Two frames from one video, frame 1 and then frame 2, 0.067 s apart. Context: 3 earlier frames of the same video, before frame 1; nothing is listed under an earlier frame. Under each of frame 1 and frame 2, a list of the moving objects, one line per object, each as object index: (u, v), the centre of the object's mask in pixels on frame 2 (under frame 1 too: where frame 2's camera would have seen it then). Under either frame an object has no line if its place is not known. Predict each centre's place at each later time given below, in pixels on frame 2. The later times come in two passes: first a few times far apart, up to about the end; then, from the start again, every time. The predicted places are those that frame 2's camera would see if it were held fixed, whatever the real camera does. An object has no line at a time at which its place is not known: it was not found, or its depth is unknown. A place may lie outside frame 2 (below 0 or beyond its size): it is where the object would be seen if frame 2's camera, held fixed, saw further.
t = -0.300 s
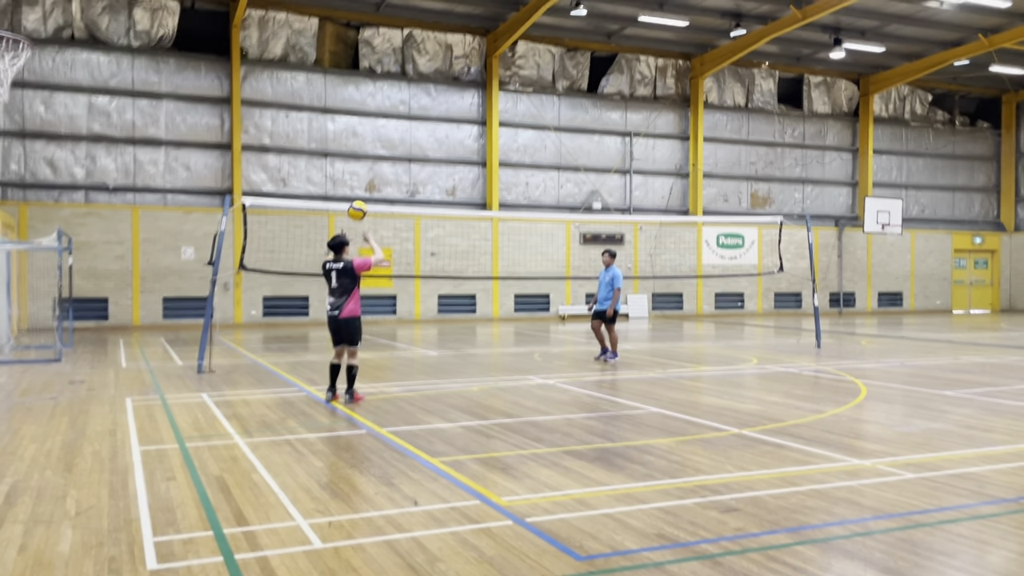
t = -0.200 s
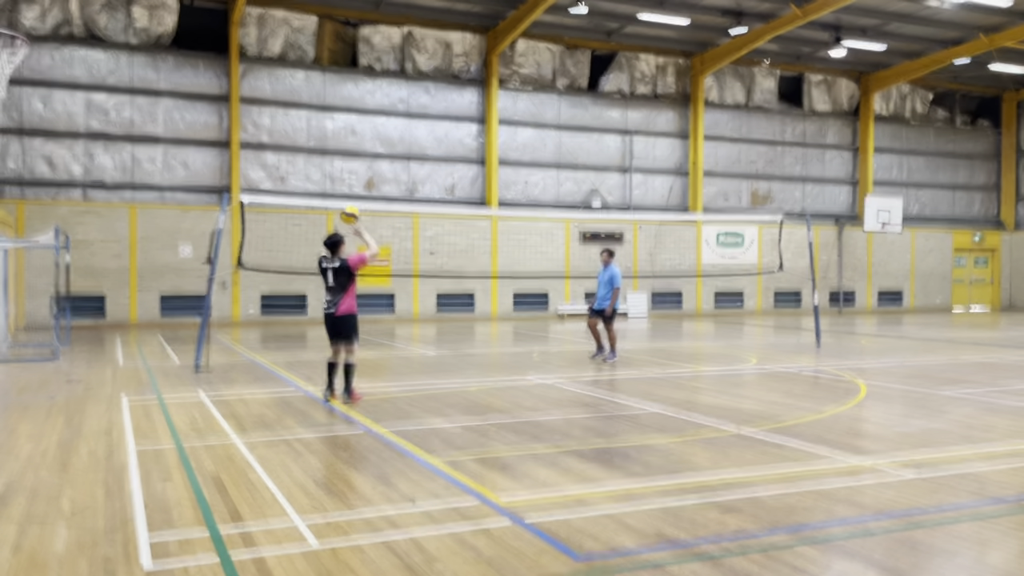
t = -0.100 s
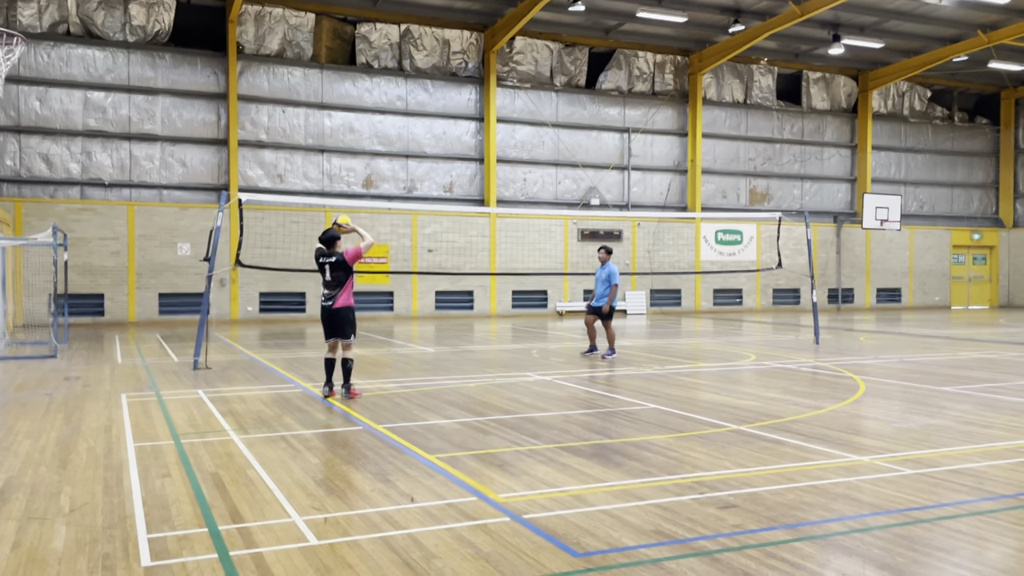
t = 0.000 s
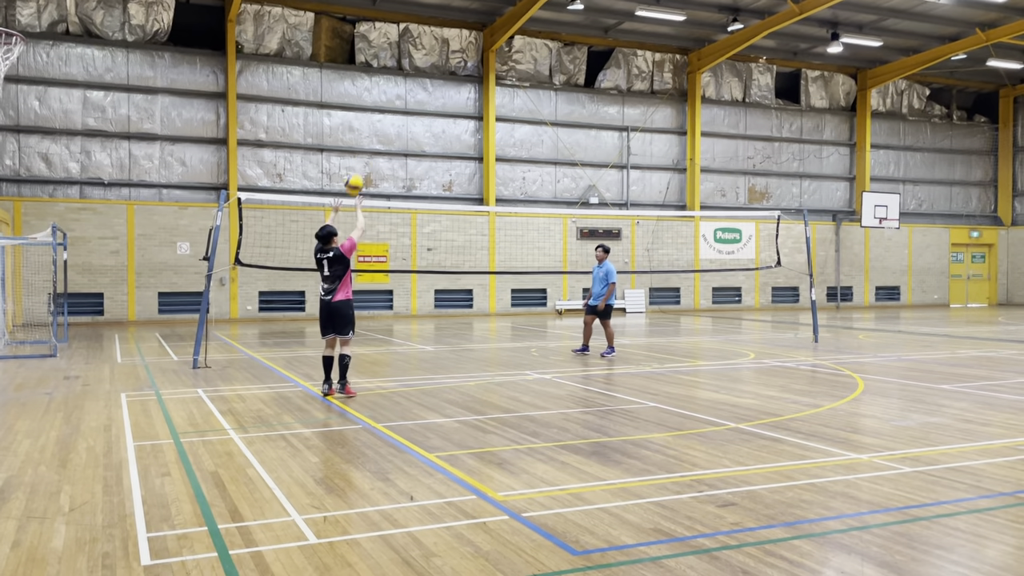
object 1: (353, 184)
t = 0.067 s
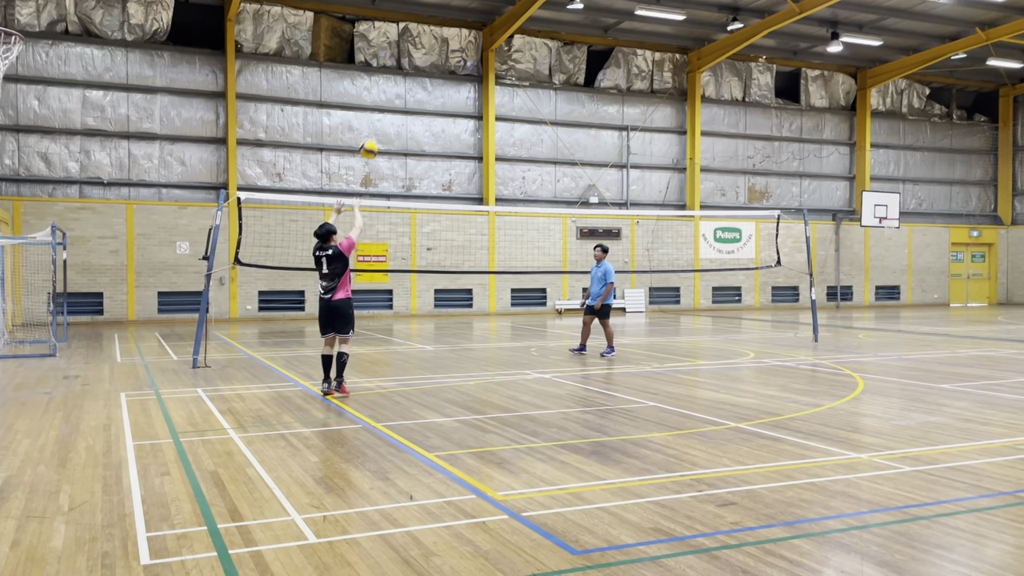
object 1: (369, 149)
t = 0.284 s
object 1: (413, 72)
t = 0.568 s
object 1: (460, 44)
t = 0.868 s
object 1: (501, 82)
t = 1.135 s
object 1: (531, 161)
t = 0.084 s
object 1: (373, 141)
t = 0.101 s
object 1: (376, 134)
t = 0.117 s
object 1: (379, 127)
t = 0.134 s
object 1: (383, 119)
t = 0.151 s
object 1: (387, 113)
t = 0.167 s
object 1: (390, 107)
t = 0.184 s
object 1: (393, 102)
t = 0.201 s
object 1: (397, 96)
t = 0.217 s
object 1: (400, 91)
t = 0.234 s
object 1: (403, 86)
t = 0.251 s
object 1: (406, 80)
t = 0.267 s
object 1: (410, 76)
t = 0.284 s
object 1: (413, 72)
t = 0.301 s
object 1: (416, 69)
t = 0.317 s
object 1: (419, 66)
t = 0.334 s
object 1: (422, 62)
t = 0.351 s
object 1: (425, 60)
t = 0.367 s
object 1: (428, 57)
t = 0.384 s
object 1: (430, 54)
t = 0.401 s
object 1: (433, 52)
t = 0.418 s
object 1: (436, 50)
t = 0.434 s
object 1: (439, 48)
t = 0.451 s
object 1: (441, 47)
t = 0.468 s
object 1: (444, 46)
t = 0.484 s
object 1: (447, 45)
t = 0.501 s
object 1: (449, 44)
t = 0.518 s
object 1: (452, 44)
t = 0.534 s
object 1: (455, 44)
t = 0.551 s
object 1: (457, 44)
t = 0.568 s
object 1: (460, 44)
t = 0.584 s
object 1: (462, 44)
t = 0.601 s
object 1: (465, 45)
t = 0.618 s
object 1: (467, 46)
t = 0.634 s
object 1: (470, 47)
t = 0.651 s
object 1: (472, 49)
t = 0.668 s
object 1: (474, 50)
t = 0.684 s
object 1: (477, 52)
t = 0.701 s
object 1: (479, 54)
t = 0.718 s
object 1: (481, 54)
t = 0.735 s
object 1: (484, 57)
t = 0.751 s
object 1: (486, 60)
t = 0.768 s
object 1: (488, 63)
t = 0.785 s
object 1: (490, 65)
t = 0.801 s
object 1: (493, 68)
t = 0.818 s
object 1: (495, 71)
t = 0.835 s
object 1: (497, 75)
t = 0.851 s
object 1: (499, 78)
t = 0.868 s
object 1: (501, 82)
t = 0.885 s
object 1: (503, 86)
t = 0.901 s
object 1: (505, 89)
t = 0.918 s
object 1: (507, 94)
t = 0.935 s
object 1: (509, 98)
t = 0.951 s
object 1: (511, 103)
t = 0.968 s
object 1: (513, 107)
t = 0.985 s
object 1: (515, 113)
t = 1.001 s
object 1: (517, 117)
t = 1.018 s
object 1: (519, 121)
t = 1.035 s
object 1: (521, 127)
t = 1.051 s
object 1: (523, 132)
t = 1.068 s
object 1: (524, 138)
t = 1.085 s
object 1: (526, 143)
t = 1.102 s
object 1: (528, 149)
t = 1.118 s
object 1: (530, 155)
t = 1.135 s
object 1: (531, 161)
